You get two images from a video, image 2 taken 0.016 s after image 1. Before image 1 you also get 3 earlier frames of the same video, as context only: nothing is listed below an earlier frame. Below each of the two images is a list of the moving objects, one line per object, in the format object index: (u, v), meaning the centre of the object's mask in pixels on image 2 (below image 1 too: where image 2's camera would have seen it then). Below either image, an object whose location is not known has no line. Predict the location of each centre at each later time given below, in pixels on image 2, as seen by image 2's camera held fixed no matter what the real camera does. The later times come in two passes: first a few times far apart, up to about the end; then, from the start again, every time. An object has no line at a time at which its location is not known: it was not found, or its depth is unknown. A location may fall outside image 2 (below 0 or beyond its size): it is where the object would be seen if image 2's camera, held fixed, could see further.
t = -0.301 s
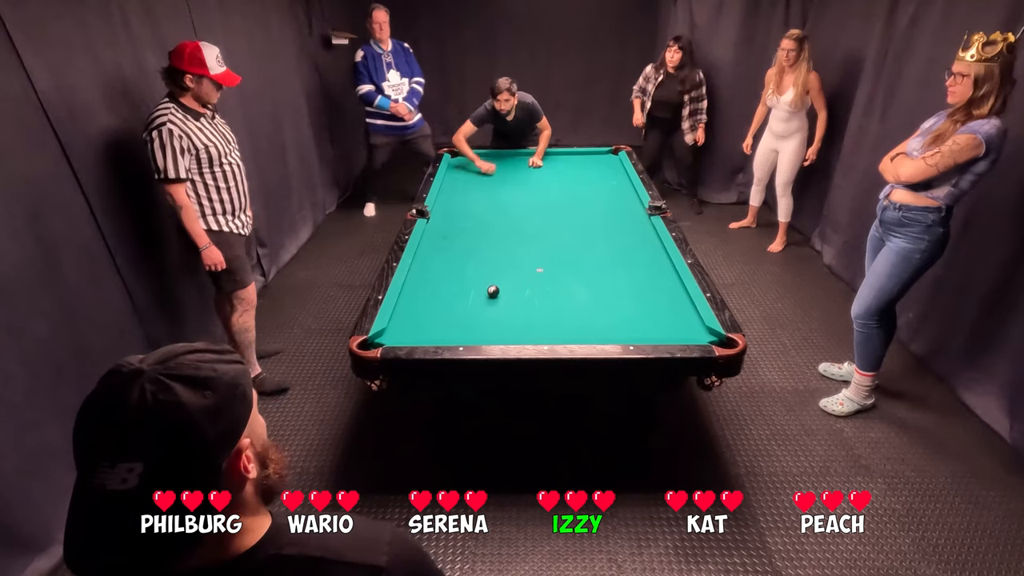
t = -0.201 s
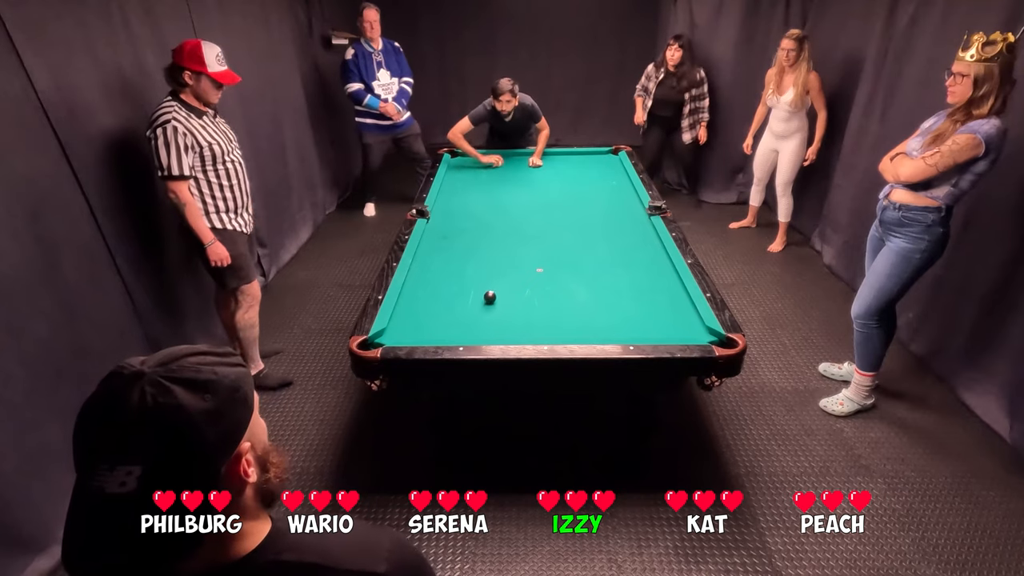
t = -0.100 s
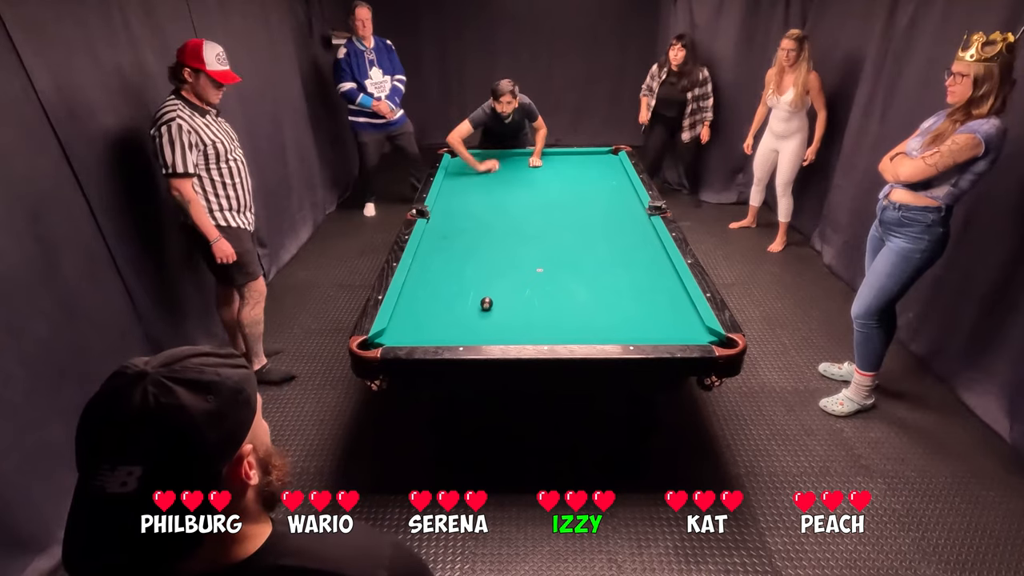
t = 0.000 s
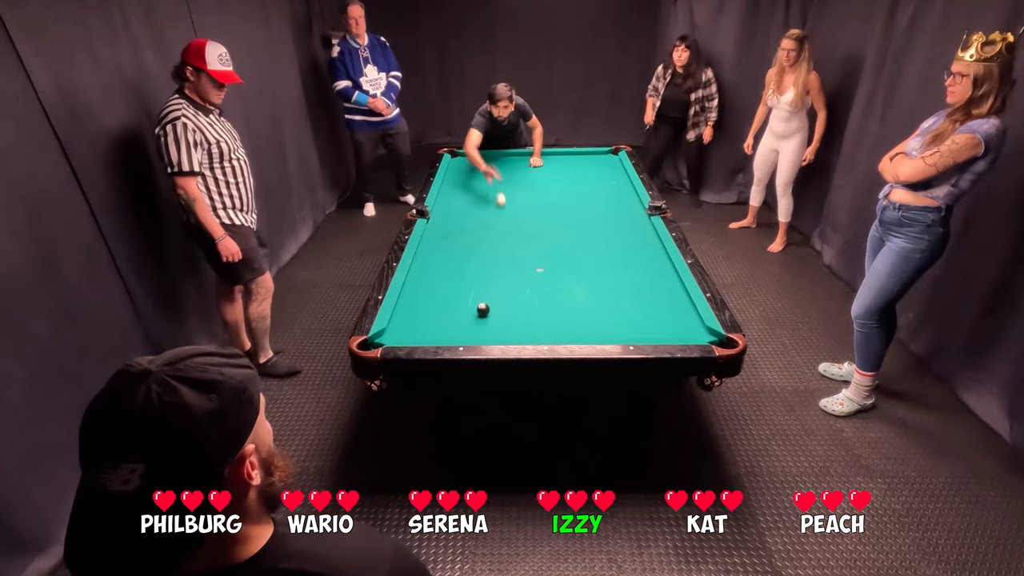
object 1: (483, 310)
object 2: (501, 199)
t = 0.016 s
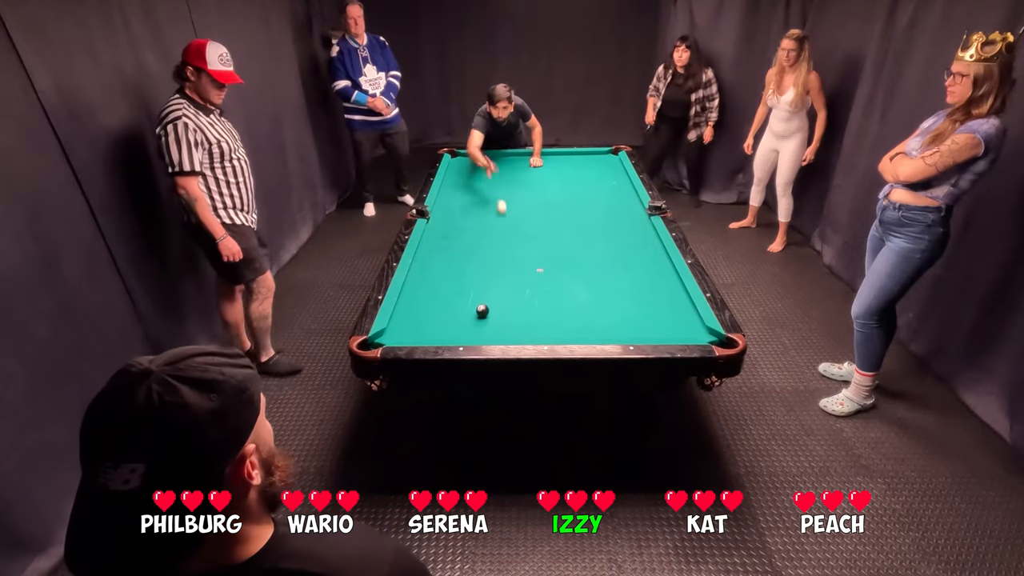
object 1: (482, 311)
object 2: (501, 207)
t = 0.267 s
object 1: (473, 327)
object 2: (518, 303)
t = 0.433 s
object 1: (468, 334)
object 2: (521, 236)
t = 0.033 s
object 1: (481, 312)
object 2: (501, 214)
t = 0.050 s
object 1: (481, 313)
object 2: (503, 223)
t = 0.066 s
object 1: (480, 314)
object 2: (504, 232)
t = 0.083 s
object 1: (480, 315)
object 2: (505, 240)
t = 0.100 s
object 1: (479, 316)
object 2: (506, 250)
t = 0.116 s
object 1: (479, 318)
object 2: (507, 260)
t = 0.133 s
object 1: (478, 318)
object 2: (508, 271)
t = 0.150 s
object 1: (477, 320)
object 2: (510, 283)
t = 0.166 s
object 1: (477, 321)
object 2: (511, 295)
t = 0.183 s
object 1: (476, 321)
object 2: (513, 309)
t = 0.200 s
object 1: (476, 323)
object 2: (514, 324)
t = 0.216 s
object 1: (475, 324)
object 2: (516, 331)
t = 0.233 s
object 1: (474, 325)
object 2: (516, 323)
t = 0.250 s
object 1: (474, 326)
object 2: (517, 313)
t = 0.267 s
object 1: (473, 327)
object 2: (518, 303)
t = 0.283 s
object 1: (473, 328)
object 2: (518, 295)
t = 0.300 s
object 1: (472, 329)
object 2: (519, 288)
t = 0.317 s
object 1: (472, 330)
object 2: (519, 279)
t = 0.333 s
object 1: (471, 330)
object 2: (519, 272)
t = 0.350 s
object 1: (470, 331)
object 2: (520, 265)
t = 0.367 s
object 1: (470, 332)
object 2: (520, 259)
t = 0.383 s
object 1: (469, 333)
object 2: (520, 252)
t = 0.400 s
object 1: (469, 334)
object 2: (521, 247)
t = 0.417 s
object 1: (468, 334)
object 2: (521, 241)
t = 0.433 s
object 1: (468, 334)
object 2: (521, 236)
